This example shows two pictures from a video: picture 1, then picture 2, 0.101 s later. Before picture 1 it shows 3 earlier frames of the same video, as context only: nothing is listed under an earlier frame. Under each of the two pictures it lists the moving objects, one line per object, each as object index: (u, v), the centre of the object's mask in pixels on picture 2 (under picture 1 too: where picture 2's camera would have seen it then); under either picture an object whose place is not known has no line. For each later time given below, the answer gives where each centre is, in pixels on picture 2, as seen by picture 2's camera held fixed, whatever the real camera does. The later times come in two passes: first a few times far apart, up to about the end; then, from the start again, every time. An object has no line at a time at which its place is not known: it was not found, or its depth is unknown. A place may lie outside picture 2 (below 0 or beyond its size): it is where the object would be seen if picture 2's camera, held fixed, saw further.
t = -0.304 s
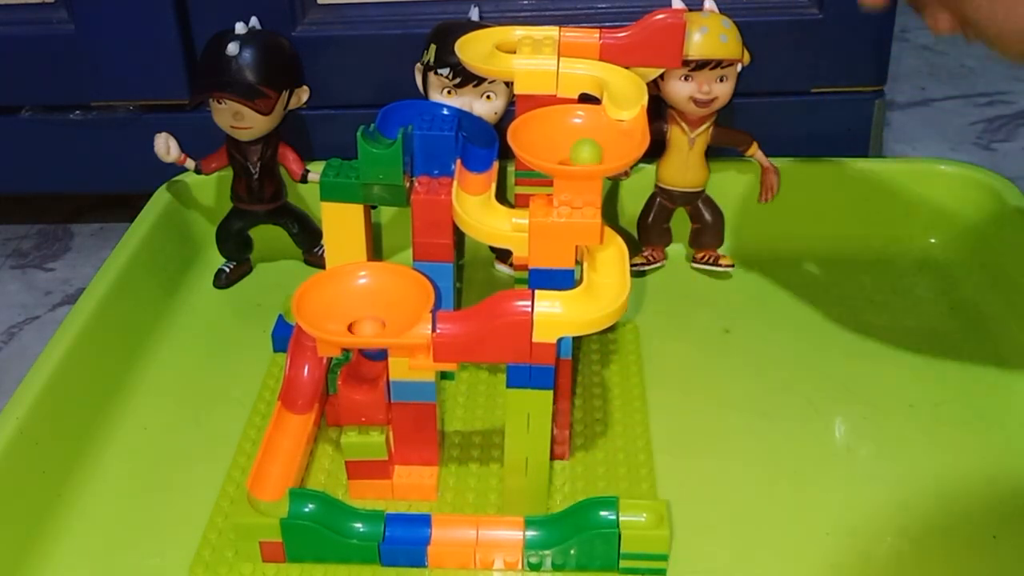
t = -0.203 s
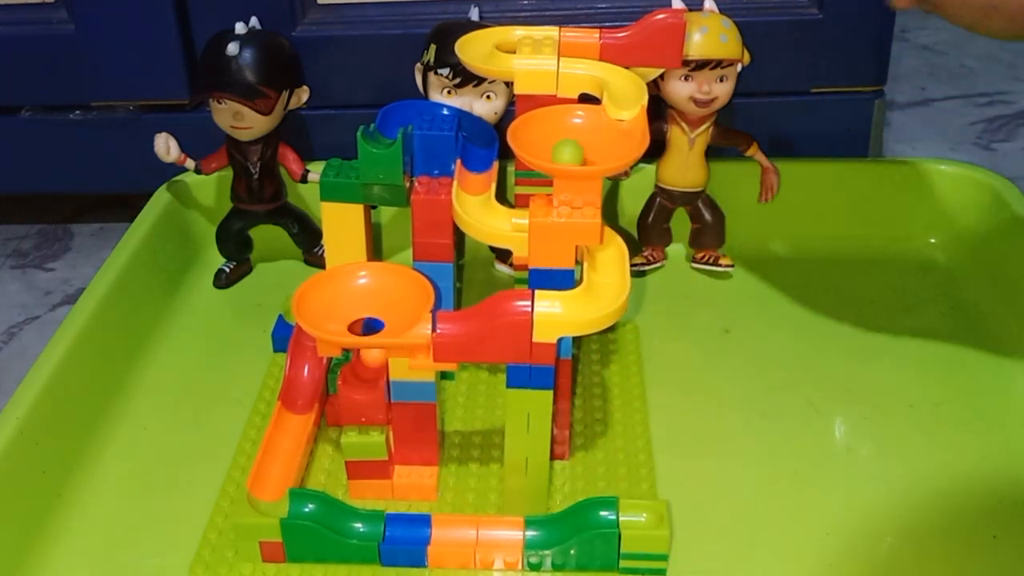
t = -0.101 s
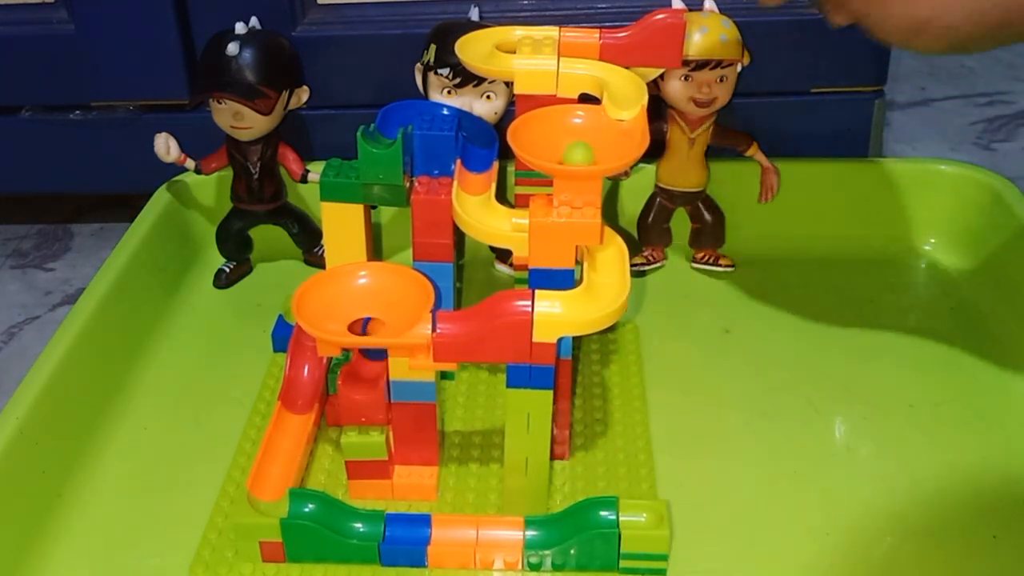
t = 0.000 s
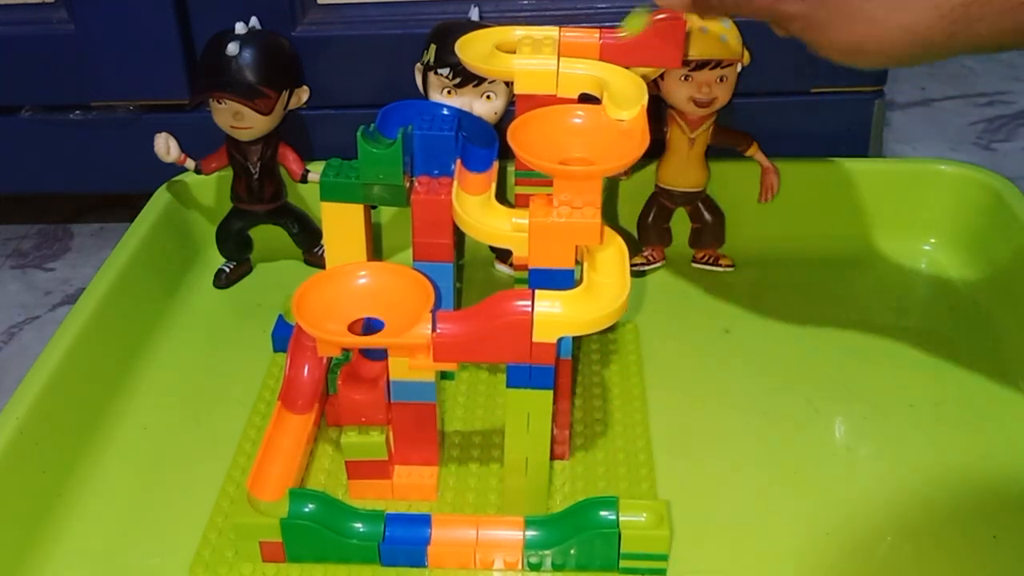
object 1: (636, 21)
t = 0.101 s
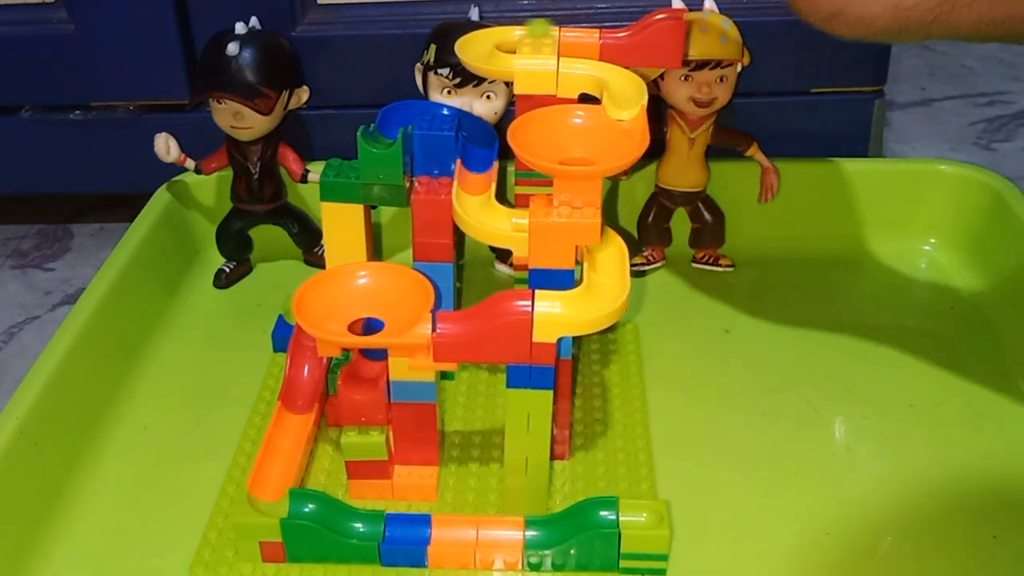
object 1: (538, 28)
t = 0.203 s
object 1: (476, 42)
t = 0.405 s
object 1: (574, 62)
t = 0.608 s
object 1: (612, 132)
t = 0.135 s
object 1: (510, 27)
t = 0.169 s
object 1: (488, 34)
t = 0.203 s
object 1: (476, 42)
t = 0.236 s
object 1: (475, 47)
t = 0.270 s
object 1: (485, 53)
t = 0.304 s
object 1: (503, 55)
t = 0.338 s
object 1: (526, 57)
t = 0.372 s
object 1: (550, 58)
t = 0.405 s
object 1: (574, 62)
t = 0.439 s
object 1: (597, 64)
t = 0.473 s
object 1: (615, 74)
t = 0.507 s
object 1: (625, 85)
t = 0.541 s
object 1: (625, 94)
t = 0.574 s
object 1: (624, 113)
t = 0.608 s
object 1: (612, 132)
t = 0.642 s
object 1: (592, 150)
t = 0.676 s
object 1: (567, 153)
